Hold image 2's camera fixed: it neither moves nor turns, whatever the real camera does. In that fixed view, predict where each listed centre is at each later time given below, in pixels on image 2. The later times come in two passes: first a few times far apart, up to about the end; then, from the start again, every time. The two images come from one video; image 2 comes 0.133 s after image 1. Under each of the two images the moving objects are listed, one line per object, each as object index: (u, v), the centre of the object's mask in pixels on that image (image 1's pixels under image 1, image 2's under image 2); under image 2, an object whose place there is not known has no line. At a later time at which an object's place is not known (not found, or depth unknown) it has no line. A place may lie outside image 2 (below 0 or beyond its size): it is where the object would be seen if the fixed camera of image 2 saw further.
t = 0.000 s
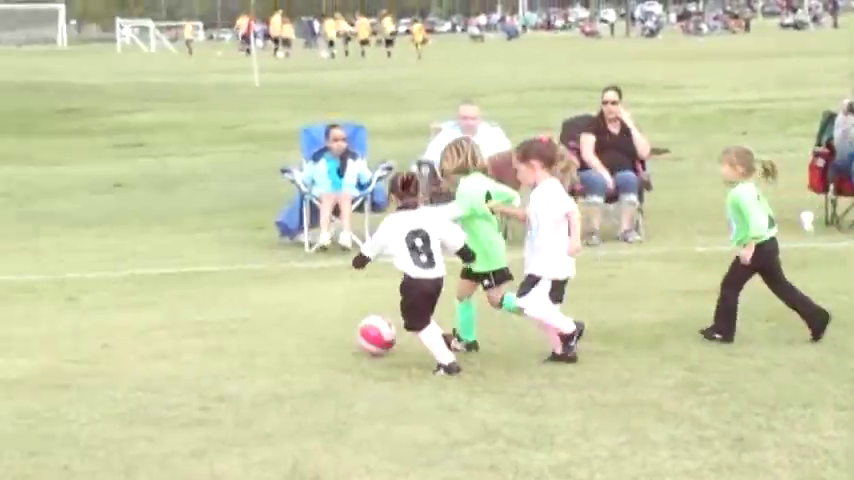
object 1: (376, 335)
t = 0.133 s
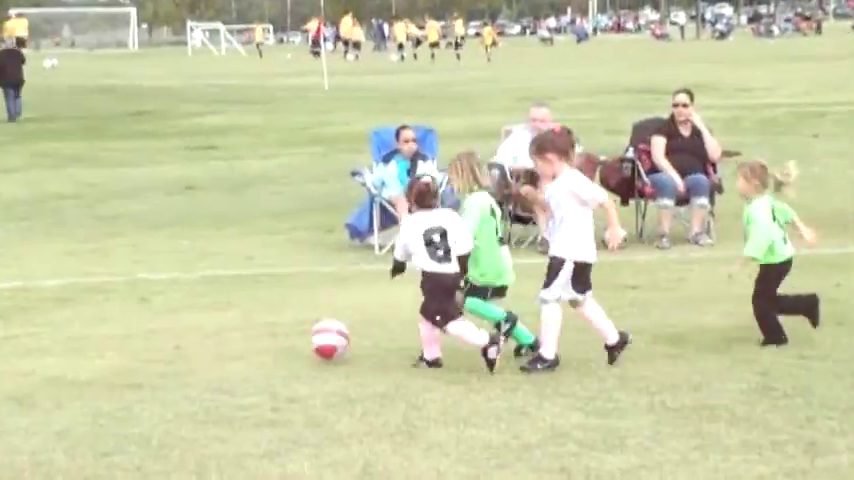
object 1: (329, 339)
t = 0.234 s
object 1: (248, 348)
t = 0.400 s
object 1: (139, 352)
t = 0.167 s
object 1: (302, 341)
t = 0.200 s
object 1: (274, 346)
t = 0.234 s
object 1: (248, 348)
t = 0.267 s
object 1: (226, 347)
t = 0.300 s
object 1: (204, 345)
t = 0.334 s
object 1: (182, 346)
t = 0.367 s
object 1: (161, 349)
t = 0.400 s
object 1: (139, 352)
